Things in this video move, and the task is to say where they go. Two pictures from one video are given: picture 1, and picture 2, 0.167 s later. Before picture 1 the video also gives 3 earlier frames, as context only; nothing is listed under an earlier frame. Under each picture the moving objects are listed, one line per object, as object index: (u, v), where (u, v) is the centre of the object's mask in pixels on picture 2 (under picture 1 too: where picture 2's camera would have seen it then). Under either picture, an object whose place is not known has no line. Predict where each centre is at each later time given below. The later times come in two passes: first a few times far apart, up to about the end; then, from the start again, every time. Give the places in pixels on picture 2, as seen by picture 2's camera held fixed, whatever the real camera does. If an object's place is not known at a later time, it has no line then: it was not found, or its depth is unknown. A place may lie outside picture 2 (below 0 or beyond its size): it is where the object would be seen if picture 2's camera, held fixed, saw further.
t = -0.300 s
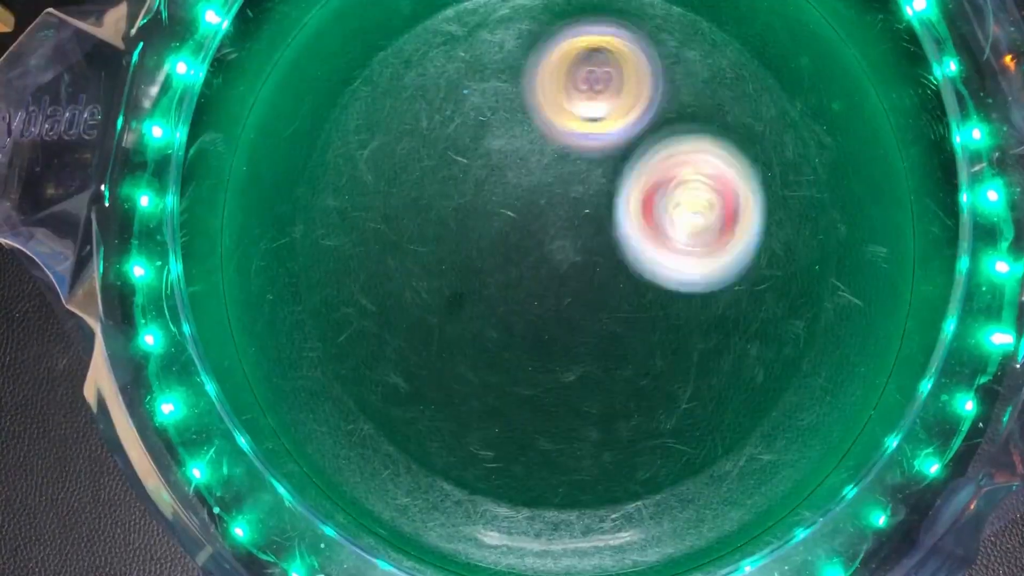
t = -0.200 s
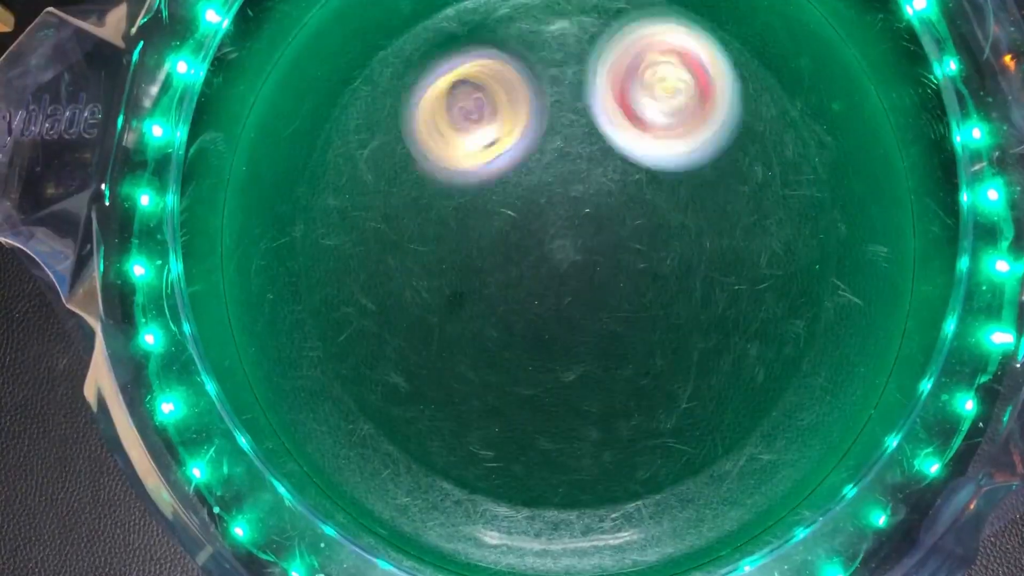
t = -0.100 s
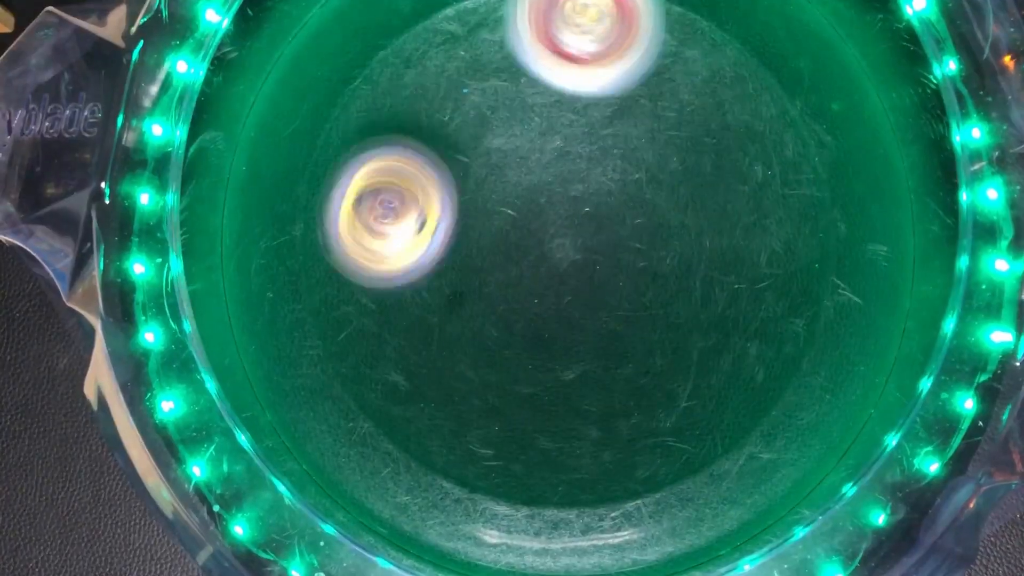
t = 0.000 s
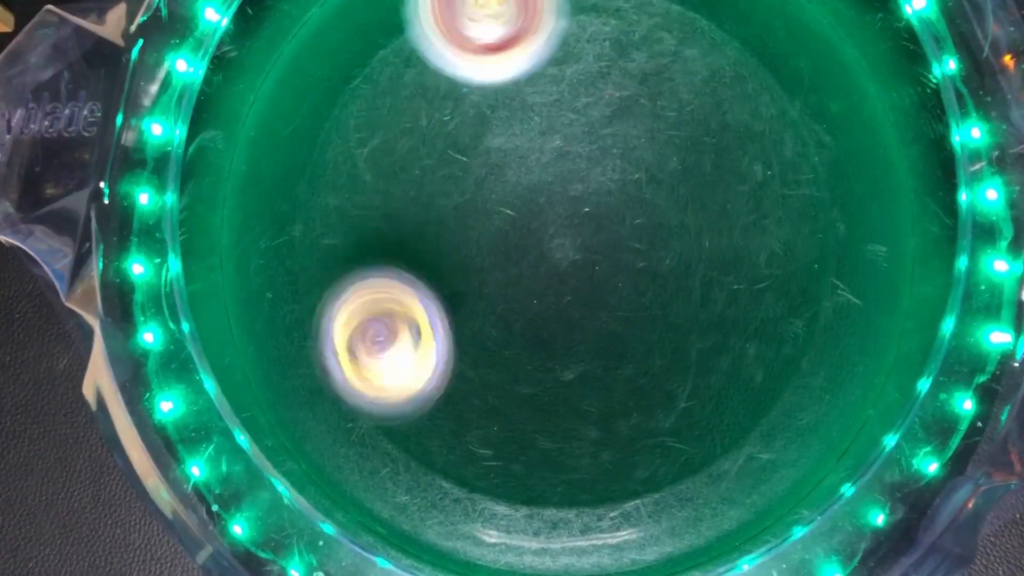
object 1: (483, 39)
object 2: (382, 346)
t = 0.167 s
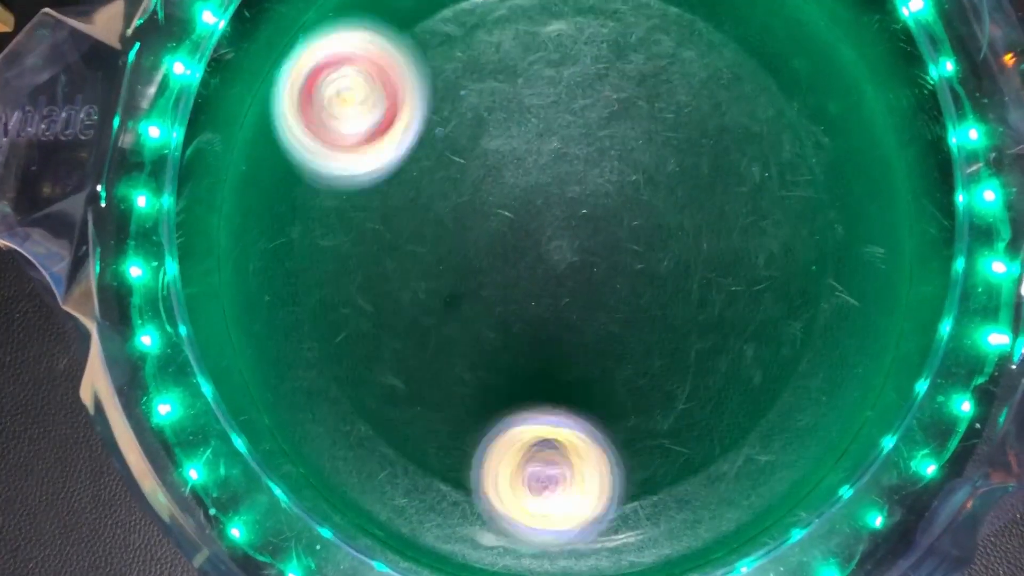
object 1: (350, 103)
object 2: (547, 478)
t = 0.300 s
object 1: (333, 253)
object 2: (737, 428)
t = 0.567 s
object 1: (618, 413)
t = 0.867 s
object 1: (786, 135)
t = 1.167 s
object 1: (514, 30)
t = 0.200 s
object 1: (336, 137)
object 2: (595, 478)
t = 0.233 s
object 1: (328, 173)
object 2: (643, 470)
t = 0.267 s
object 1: (326, 213)
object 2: (693, 451)
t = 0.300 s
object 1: (333, 253)
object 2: (737, 428)
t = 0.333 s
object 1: (348, 293)
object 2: (775, 394)
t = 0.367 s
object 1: (372, 330)
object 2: (808, 351)
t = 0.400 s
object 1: (402, 361)
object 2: (826, 305)
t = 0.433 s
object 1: (439, 387)
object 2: (832, 253)
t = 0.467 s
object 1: (481, 406)
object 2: (831, 202)
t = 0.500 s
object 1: (527, 417)
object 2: (816, 155)
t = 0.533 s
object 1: (573, 419)
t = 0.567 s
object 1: (618, 413)
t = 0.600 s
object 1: (661, 398)
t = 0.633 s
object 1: (699, 377)
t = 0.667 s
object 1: (733, 349)
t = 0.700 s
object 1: (758, 316)
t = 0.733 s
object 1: (778, 281)
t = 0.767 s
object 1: (790, 245)
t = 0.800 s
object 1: (794, 207)
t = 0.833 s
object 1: (793, 170)
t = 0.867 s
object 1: (786, 135)
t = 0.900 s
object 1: (773, 102)
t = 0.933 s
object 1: (755, 72)
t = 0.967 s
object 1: (732, 54)
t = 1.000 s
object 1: (704, 41)
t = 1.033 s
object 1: (672, 33)
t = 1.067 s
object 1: (636, 27)
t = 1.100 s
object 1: (595, 24)
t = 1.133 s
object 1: (555, 26)
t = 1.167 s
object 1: (514, 30)
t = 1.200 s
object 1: (477, 40)
